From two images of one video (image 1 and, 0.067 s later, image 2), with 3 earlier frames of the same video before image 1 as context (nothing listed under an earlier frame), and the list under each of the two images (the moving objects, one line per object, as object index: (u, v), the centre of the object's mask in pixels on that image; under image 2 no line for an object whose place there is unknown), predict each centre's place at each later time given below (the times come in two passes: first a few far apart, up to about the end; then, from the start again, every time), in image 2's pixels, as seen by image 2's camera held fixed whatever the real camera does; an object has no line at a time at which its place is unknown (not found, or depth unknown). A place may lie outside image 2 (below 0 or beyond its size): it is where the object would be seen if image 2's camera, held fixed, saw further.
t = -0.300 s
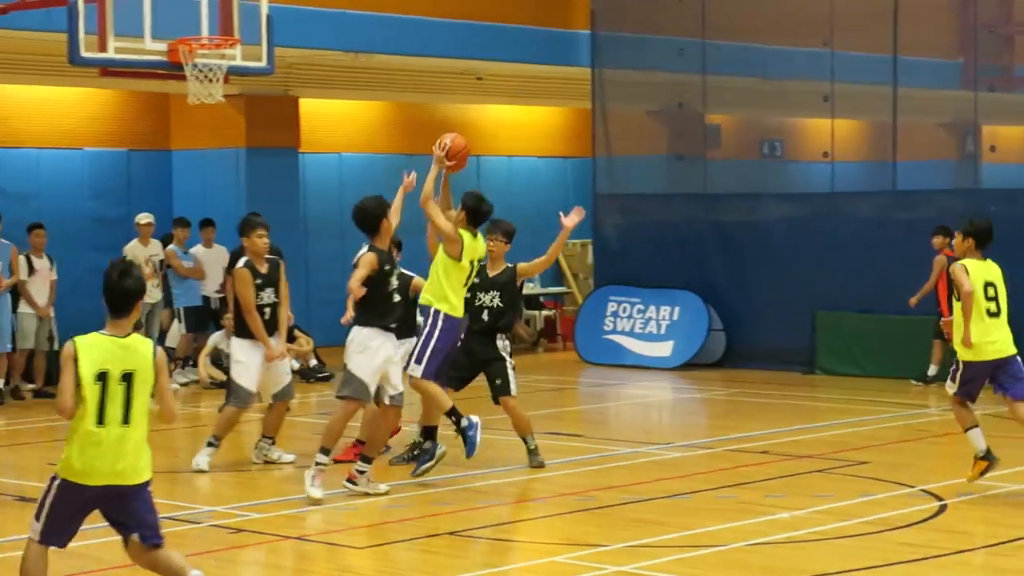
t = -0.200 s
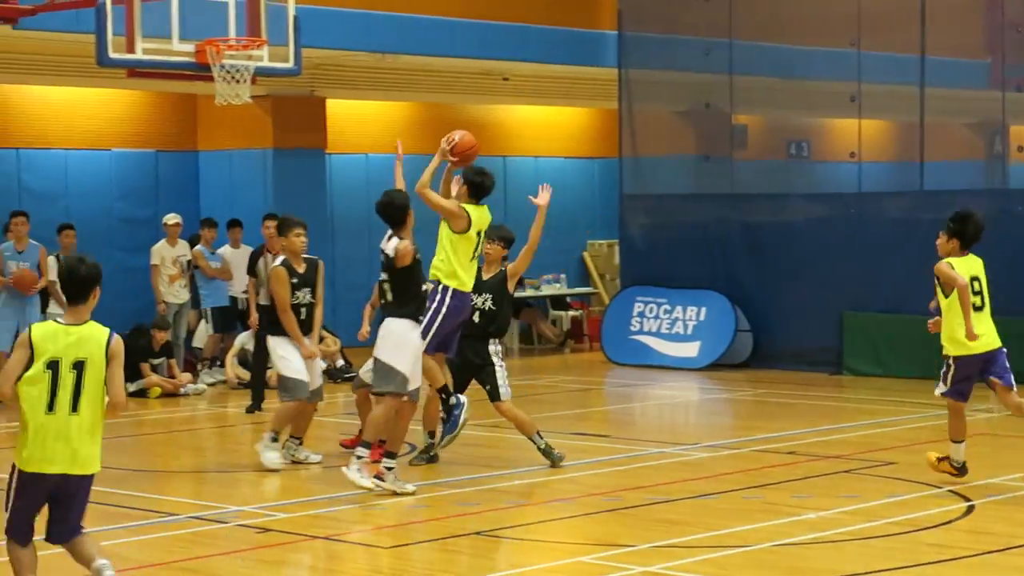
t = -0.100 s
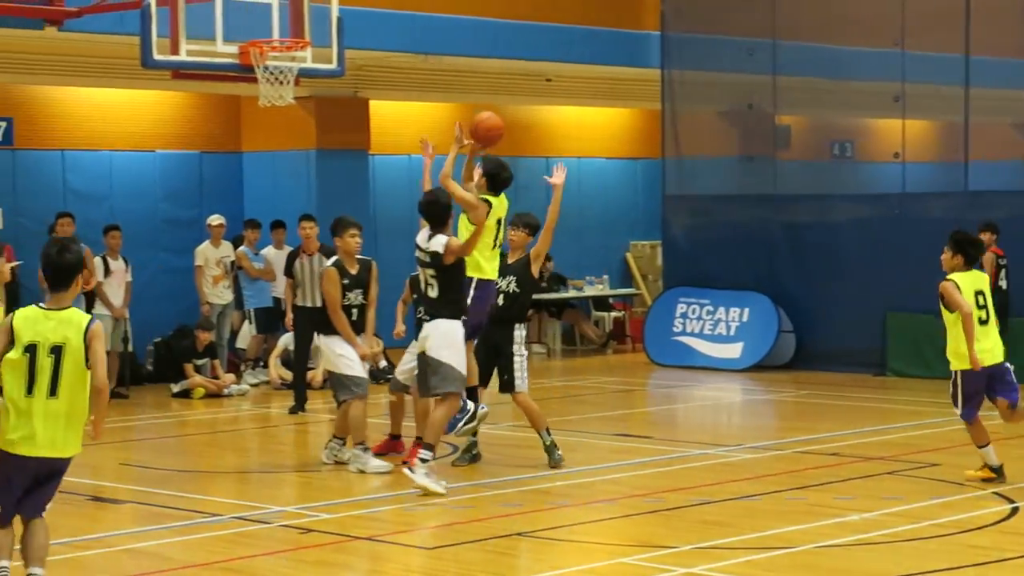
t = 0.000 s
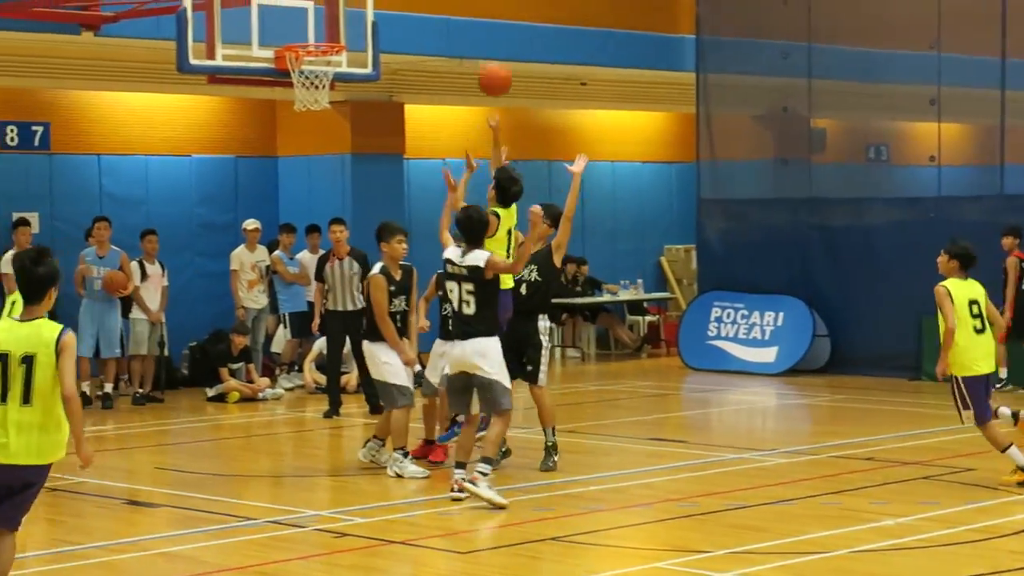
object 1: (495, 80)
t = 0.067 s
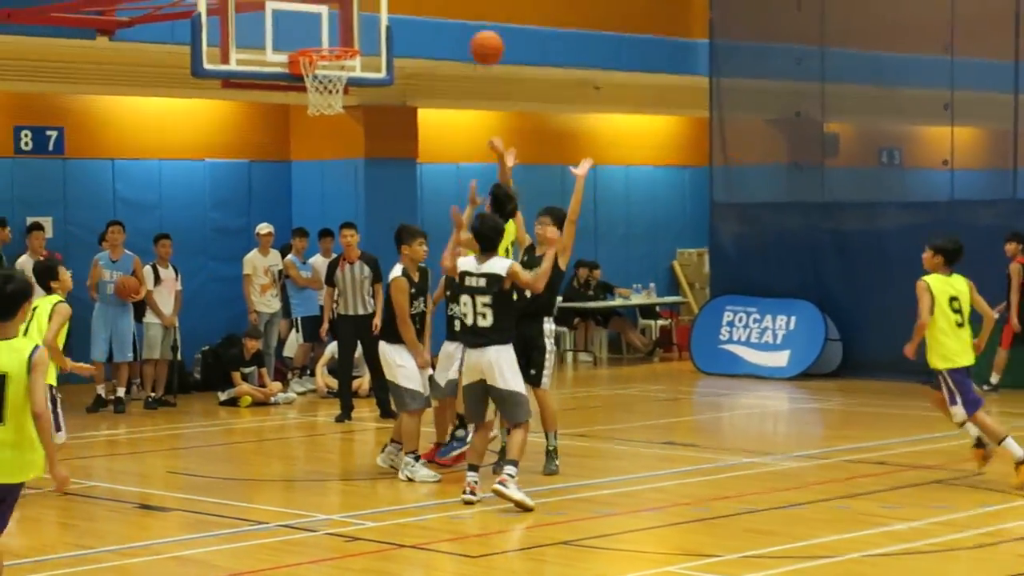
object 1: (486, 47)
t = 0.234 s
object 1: (435, -5)
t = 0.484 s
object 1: (366, -22)
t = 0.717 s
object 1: (337, 25)
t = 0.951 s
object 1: (367, 14)
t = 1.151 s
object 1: (392, 33)
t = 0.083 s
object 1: (481, 40)
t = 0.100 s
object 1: (476, 32)
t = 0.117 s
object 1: (470, 26)
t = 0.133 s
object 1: (466, 19)
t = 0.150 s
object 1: (461, 13)
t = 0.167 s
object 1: (455, 8)
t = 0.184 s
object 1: (450, 4)
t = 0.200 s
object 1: (445, 1)
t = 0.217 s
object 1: (440, -2)
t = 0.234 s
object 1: (435, -5)
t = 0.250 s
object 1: (430, -7)
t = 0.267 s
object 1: (426, -10)
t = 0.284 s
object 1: (421, -12)
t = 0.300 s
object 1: (416, -14)
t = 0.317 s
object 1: (411, -15)
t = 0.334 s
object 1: (406, -17)
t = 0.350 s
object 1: (402, -18)
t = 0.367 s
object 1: (397, -19)
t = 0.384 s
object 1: (393, -20)
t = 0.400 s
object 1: (389, -21)
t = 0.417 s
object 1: (384, -22)
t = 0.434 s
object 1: (379, -22)
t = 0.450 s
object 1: (375, -22)
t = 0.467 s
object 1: (370, -23)
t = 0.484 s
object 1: (366, -22)
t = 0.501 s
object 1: (362, -22)
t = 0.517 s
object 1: (358, -21)
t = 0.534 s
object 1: (353, -18)
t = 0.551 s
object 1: (348, -14)
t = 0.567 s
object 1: (345, -11)
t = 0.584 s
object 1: (340, -8)
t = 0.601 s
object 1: (337, -3)
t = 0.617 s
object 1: (333, 1)
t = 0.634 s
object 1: (328, 6)
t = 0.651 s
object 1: (325, 11)
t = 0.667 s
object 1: (328, 14)
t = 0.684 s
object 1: (331, 17)
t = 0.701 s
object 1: (334, 20)
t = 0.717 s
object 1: (337, 25)
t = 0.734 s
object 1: (340, 29)
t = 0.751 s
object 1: (343, 33)
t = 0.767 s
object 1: (347, 36)
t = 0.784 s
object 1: (349, 37)
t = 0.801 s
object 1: (351, 34)
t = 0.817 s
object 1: (352, 31)
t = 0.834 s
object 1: (354, 28)
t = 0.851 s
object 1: (357, 24)
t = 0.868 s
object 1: (358, 21)
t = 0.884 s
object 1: (360, 19)
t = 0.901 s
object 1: (361, 18)
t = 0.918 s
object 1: (363, 16)
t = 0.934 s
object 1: (365, 15)
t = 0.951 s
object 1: (367, 14)
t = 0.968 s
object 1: (369, 14)
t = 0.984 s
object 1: (371, 14)
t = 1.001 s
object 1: (373, 14)
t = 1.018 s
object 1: (375, 15)
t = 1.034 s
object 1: (377, 16)
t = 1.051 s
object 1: (379, 17)
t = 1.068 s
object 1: (381, 19)
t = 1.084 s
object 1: (384, 21)
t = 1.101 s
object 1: (386, 24)
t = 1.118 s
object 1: (387, 27)
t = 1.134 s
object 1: (390, 29)
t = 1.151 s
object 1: (392, 33)
